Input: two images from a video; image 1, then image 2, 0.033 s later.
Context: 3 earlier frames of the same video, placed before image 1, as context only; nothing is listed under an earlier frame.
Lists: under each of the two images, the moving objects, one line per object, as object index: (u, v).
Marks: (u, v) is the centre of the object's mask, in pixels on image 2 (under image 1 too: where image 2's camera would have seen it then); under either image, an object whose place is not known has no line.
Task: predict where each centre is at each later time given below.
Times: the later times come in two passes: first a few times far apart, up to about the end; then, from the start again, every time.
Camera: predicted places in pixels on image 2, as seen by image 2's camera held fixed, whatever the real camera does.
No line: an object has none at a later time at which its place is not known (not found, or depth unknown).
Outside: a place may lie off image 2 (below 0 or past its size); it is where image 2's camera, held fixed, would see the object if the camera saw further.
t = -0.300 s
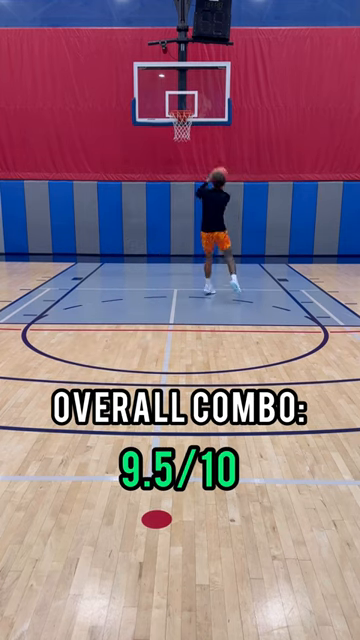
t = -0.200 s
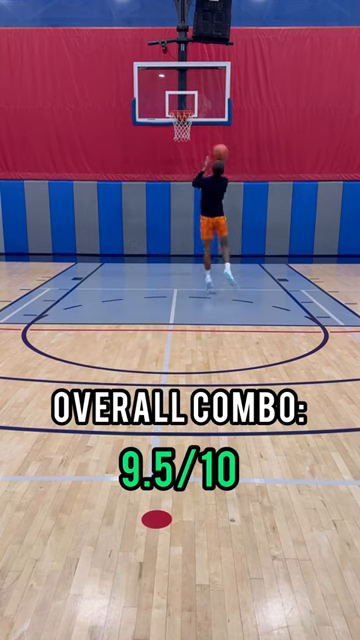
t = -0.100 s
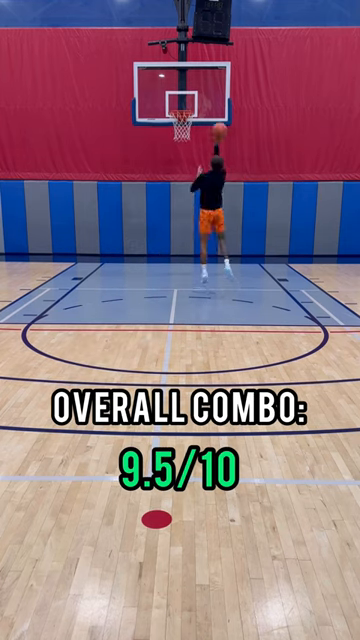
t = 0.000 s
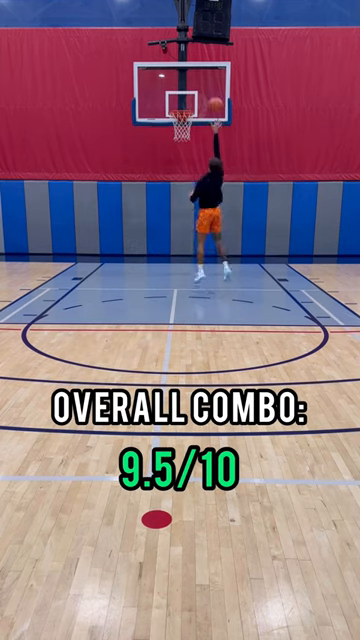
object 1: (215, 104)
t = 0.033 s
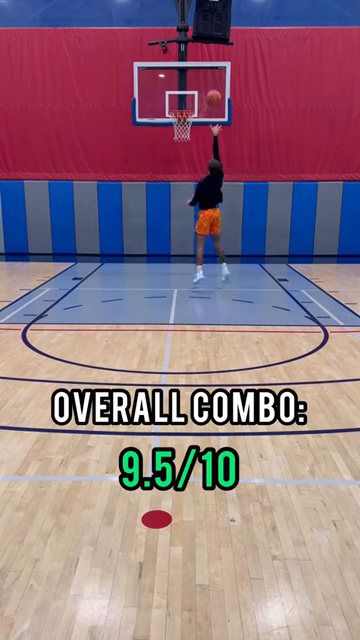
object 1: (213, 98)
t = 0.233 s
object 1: (202, 71)
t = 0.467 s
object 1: (189, 74)
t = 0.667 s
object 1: (180, 103)
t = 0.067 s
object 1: (211, 90)
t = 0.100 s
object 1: (209, 85)
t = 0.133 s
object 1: (207, 81)
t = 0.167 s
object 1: (206, 76)
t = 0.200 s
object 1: (203, 73)
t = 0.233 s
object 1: (202, 71)
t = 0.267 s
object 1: (200, 71)
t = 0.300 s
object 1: (198, 70)
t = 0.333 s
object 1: (197, 69)
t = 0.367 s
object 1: (195, 69)
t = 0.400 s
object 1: (193, 70)
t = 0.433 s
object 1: (191, 72)
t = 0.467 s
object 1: (189, 74)
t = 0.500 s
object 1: (188, 78)
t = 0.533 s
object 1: (185, 81)
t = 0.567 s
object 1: (184, 87)
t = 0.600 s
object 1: (183, 91)
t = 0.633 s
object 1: (181, 96)
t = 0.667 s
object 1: (180, 103)
